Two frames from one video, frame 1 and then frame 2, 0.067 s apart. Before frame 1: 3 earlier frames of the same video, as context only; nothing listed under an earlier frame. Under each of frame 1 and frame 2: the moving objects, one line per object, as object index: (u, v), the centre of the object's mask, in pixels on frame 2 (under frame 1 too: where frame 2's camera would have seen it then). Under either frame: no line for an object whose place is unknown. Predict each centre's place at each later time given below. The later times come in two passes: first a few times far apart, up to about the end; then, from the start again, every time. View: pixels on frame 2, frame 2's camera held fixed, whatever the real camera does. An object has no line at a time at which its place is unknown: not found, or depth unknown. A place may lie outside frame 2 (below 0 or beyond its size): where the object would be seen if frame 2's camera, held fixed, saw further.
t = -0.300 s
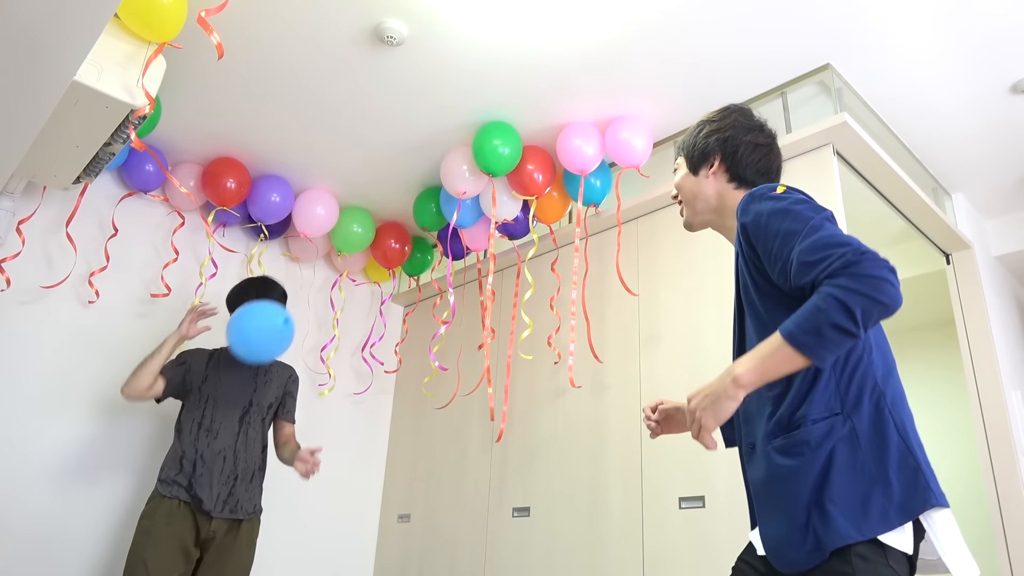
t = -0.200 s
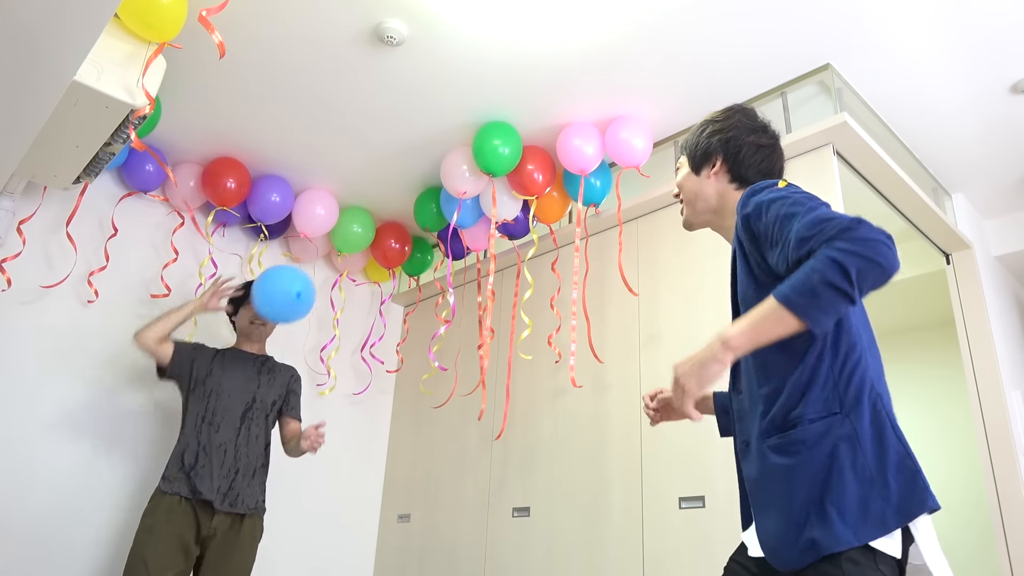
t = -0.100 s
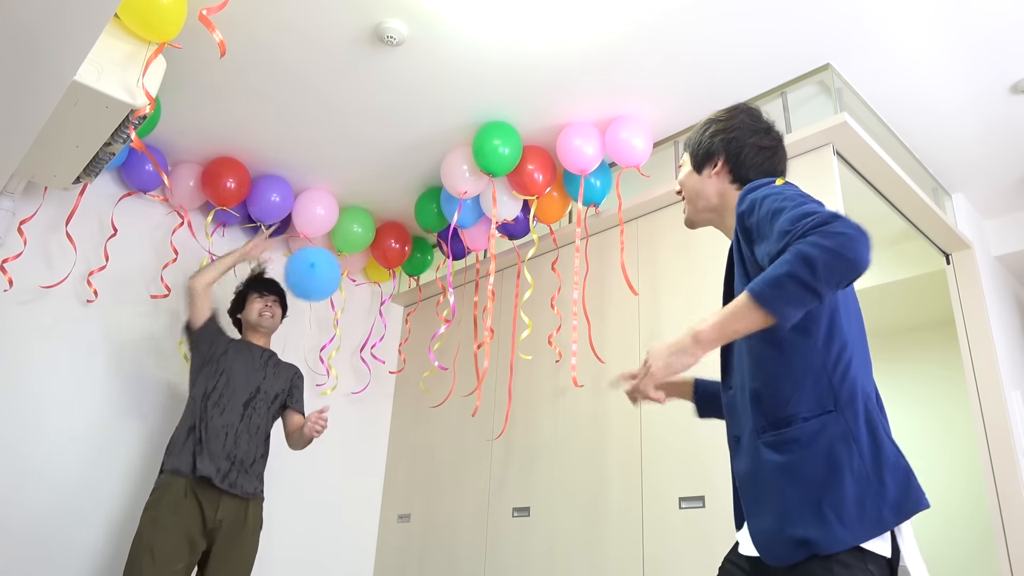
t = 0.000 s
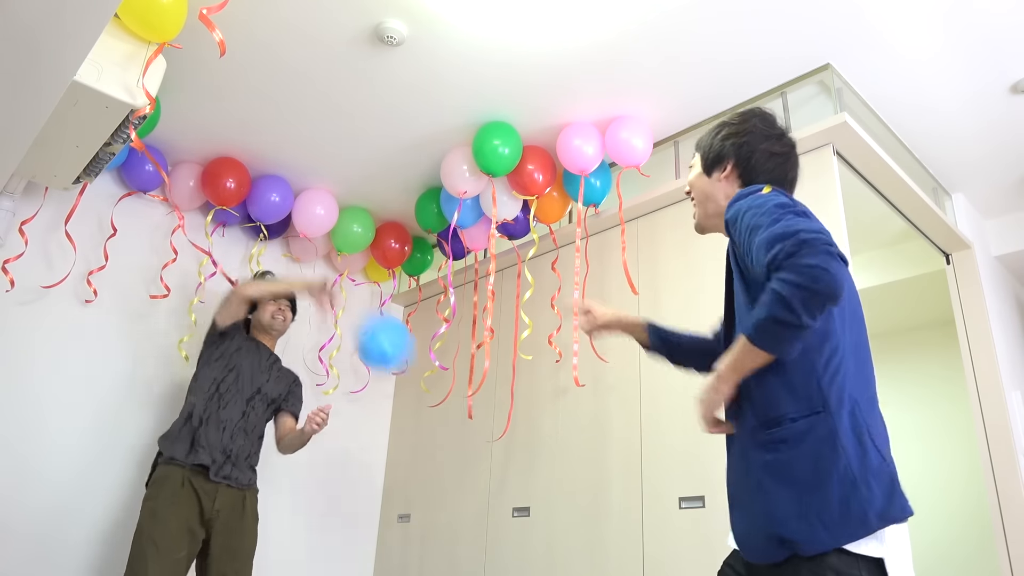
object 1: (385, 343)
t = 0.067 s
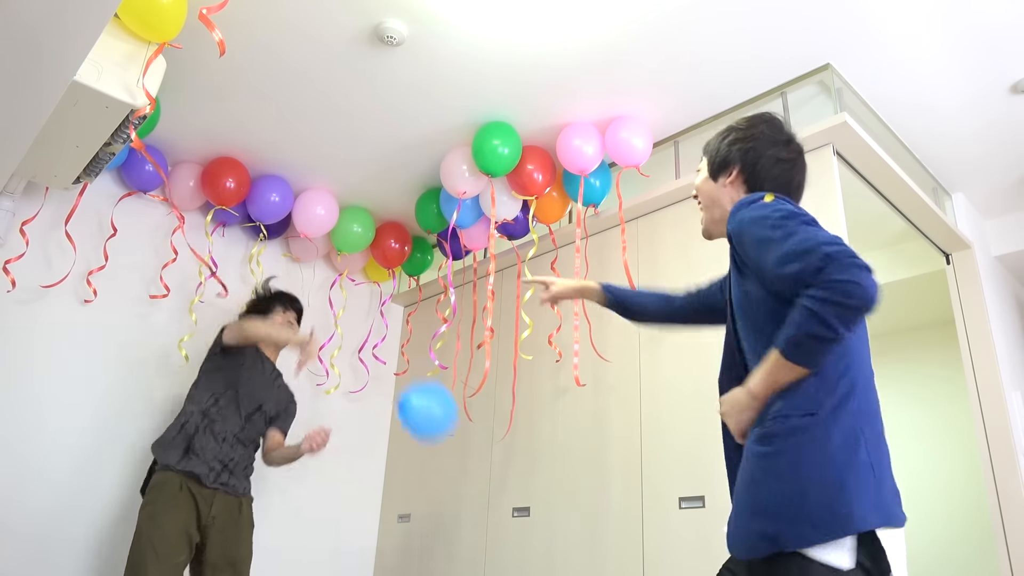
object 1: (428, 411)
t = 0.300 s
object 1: (465, 460)
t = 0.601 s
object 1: (512, 393)
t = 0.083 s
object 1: (432, 422)
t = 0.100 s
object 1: (437, 433)
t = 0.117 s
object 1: (440, 441)
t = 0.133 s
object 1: (442, 447)
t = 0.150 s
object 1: (444, 452)
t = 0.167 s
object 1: (446, 456)
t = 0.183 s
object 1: (448, 458)
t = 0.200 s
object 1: (450, 460)
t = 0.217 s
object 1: (452, 462)
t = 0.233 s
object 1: (454, 462)
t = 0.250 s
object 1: (456, 462)
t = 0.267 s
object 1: (459, 462)
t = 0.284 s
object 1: (462, 461)
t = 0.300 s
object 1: (465, 460)
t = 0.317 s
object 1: (468, 458)
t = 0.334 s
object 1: (472, 456)
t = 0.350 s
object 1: (476, 454)
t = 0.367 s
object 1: (480, 452)
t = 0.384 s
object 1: (483, 449)
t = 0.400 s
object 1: (487, 446)
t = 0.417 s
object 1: (491, 443)
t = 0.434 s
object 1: (494, 439)
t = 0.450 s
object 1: (497, 436)
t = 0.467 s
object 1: (499, 432)
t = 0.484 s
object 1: (502, 428)
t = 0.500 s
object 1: (504, 423)
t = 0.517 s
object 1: (506, 418)
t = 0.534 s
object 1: (507, 413)
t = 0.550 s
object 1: (508, 408)
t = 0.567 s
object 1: (510, 403)
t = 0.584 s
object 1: (511, 398)
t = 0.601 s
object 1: (512, 393)
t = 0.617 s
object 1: (513, 387)
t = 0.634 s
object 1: (513, 382)
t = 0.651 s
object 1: (514, 376)
